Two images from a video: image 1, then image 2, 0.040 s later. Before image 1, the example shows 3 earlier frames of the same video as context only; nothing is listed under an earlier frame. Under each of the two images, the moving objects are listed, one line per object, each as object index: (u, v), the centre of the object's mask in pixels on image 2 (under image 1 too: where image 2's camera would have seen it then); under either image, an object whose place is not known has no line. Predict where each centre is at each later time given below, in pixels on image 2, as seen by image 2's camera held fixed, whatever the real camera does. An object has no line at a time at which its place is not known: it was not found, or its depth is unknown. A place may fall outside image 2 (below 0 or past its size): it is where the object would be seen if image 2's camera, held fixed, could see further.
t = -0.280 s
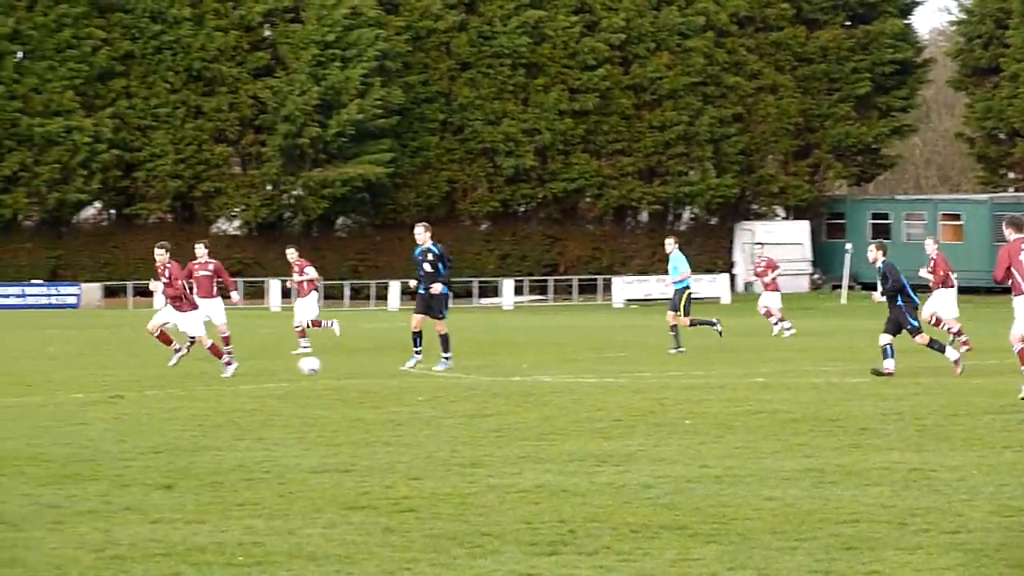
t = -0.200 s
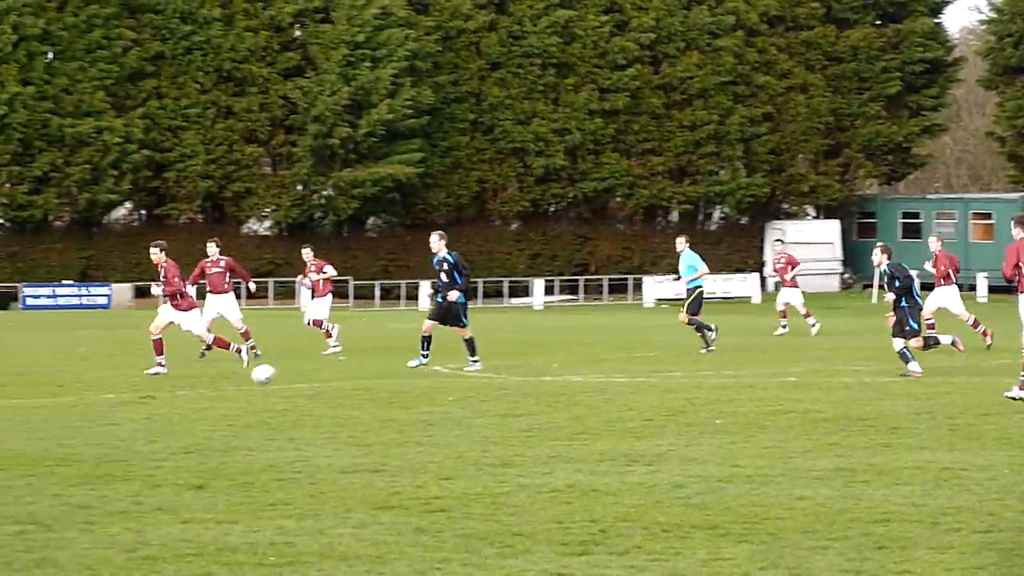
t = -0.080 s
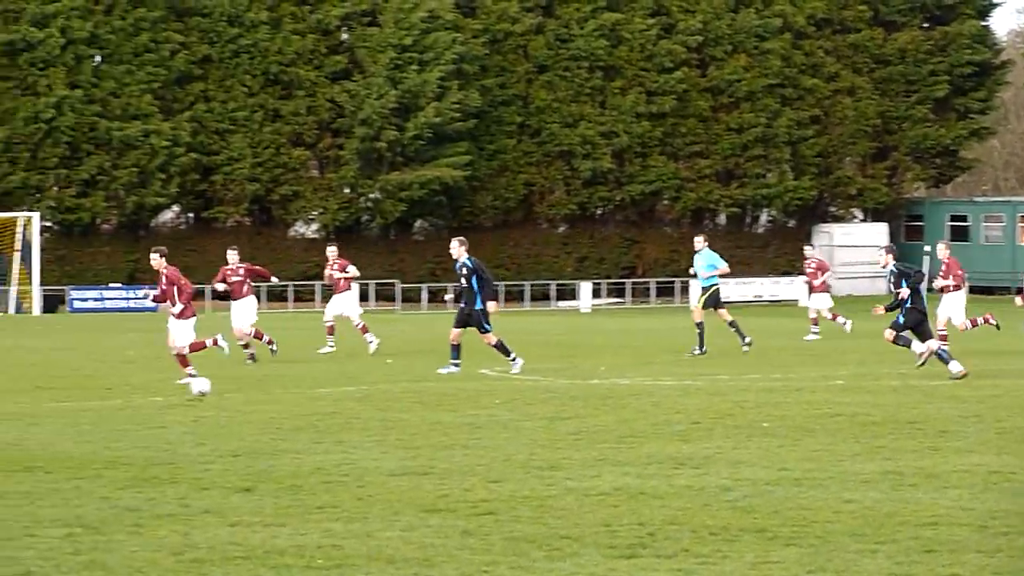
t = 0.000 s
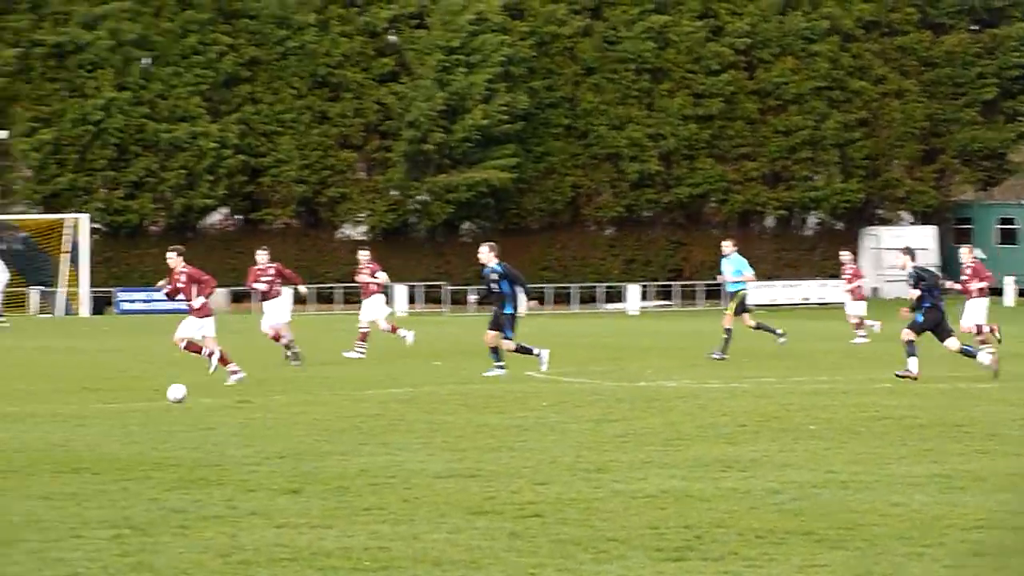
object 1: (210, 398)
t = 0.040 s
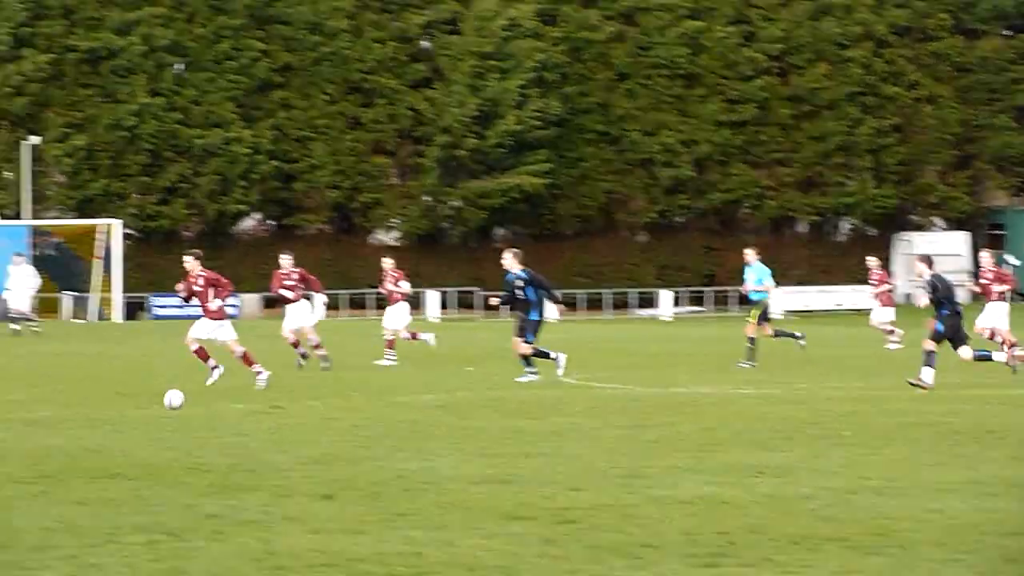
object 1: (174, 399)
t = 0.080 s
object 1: (137, 401)
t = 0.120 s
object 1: (101, 404)
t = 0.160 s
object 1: (65, 405)
